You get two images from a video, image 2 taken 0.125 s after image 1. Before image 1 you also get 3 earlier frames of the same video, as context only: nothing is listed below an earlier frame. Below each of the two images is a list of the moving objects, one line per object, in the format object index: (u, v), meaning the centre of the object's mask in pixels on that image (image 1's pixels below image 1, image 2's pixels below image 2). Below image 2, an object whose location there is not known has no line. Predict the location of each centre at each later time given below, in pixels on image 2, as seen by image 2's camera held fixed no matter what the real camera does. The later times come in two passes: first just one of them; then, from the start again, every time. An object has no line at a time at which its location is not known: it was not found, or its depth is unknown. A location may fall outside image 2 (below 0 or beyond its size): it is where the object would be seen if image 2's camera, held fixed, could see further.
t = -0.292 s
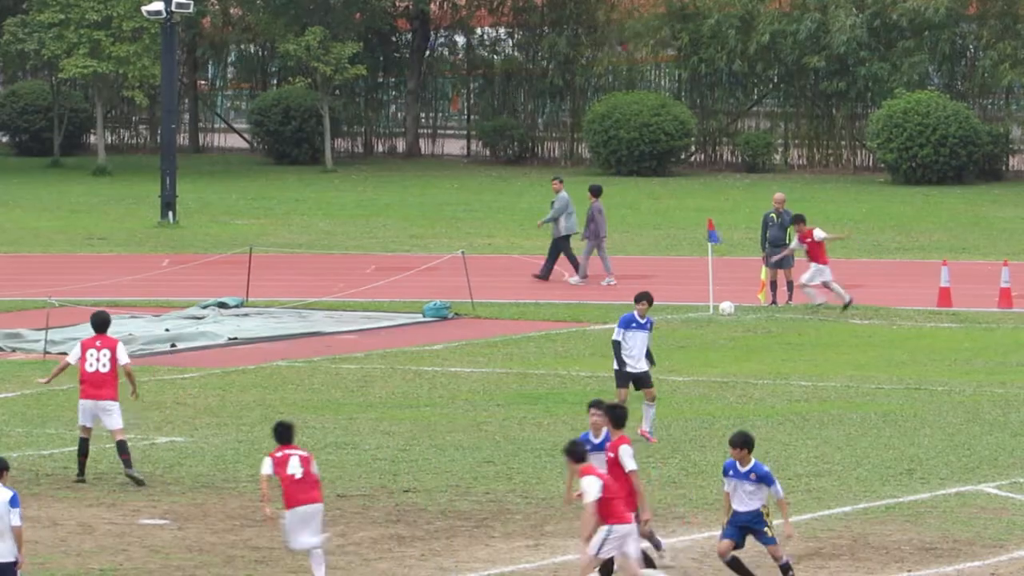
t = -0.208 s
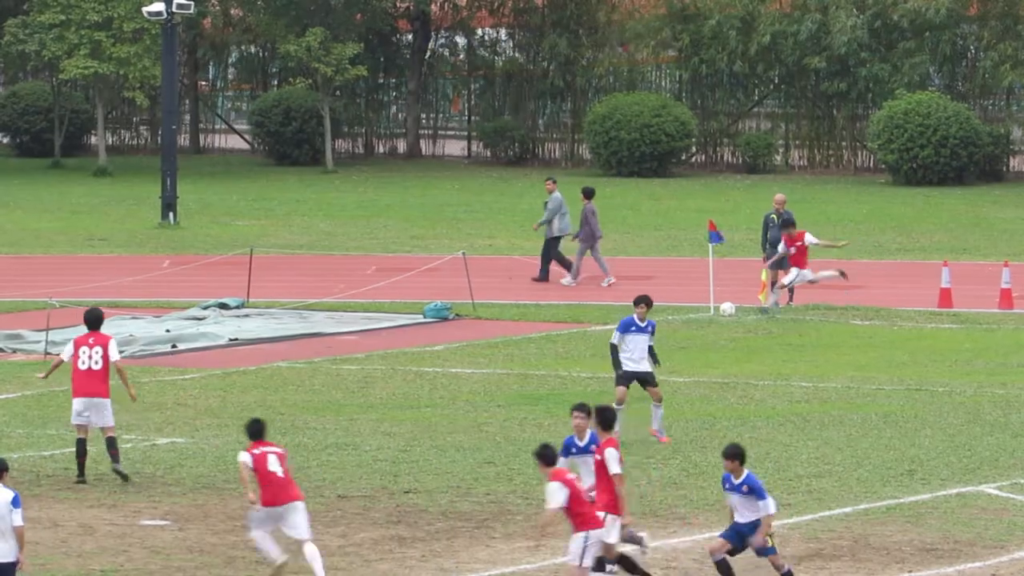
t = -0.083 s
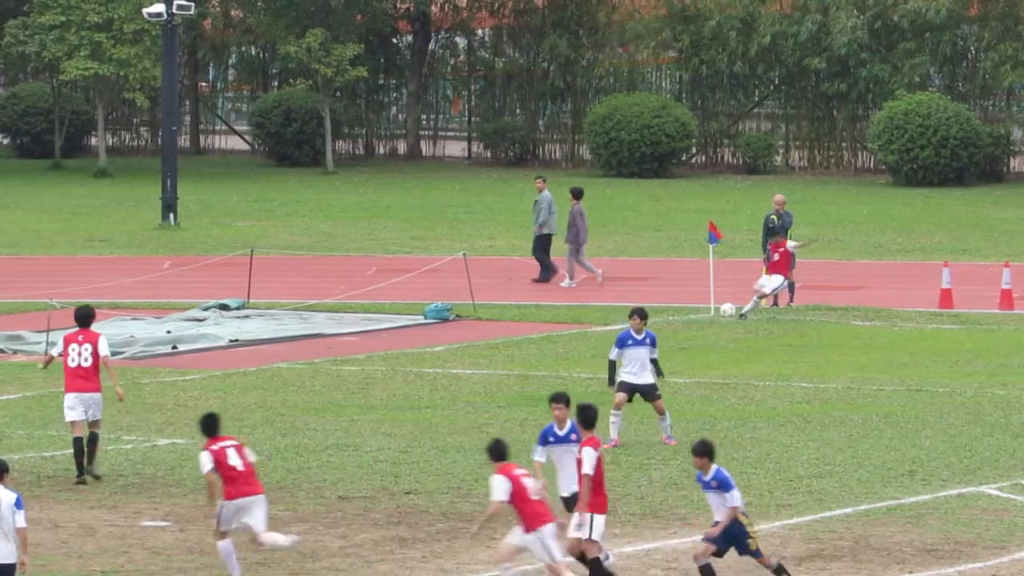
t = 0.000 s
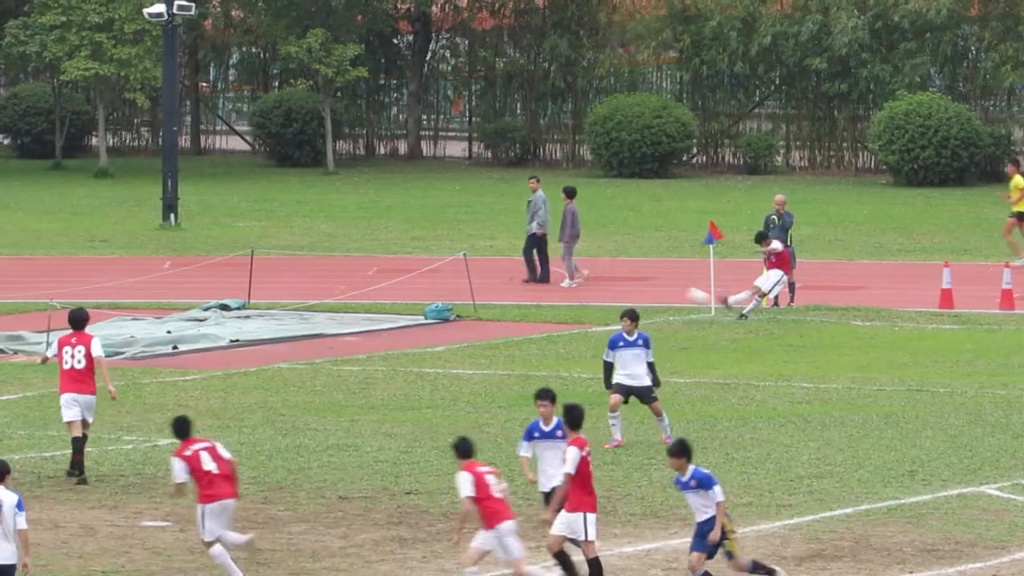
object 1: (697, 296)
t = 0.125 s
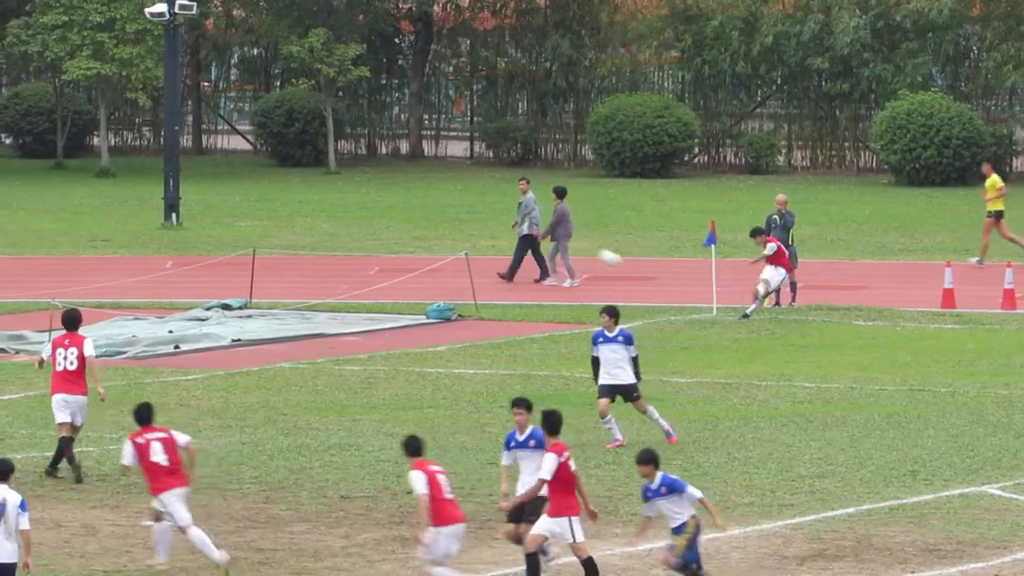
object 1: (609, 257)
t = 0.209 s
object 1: (554, 236)
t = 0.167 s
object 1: (582, 246)
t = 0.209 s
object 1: (554, 236)
